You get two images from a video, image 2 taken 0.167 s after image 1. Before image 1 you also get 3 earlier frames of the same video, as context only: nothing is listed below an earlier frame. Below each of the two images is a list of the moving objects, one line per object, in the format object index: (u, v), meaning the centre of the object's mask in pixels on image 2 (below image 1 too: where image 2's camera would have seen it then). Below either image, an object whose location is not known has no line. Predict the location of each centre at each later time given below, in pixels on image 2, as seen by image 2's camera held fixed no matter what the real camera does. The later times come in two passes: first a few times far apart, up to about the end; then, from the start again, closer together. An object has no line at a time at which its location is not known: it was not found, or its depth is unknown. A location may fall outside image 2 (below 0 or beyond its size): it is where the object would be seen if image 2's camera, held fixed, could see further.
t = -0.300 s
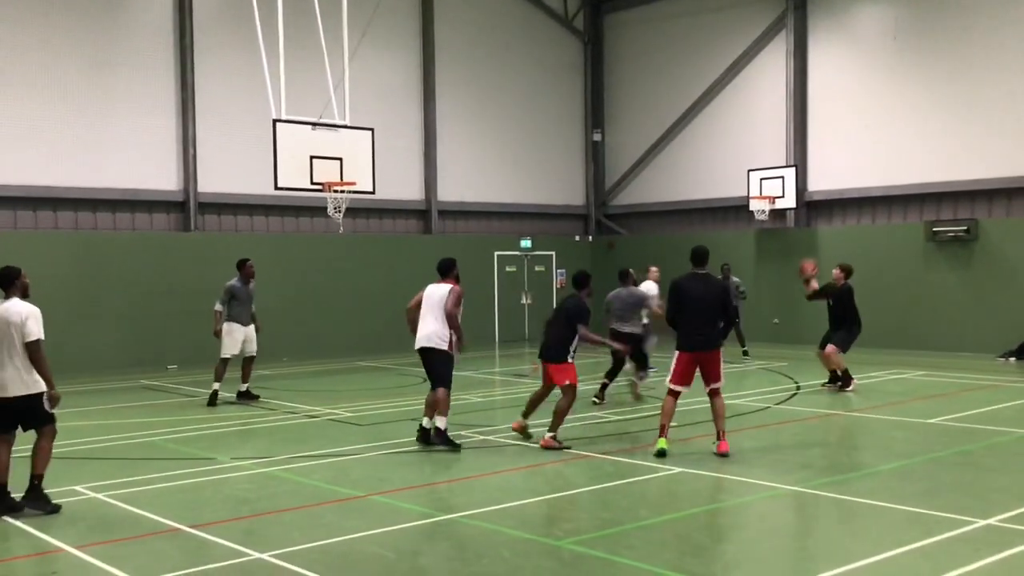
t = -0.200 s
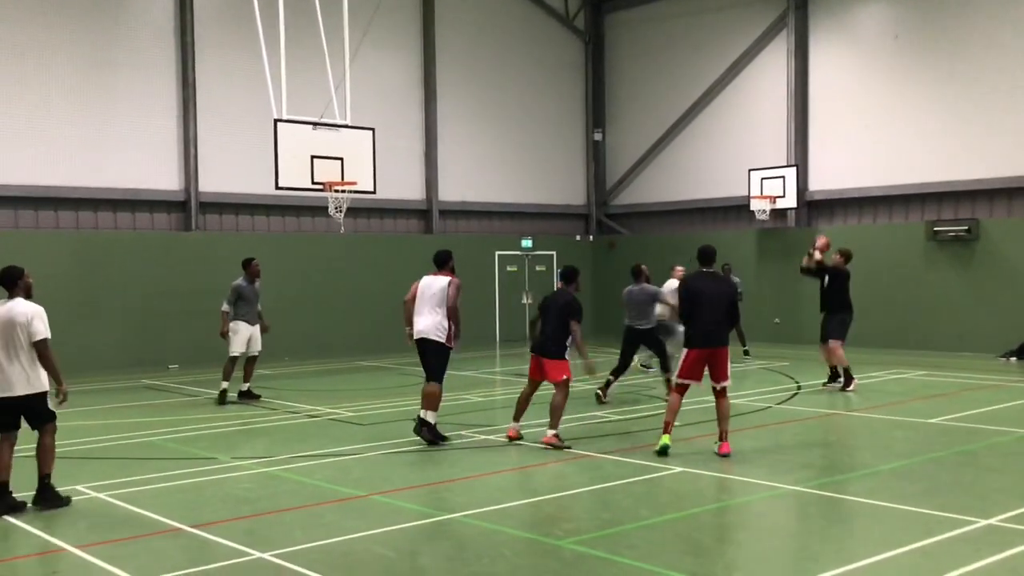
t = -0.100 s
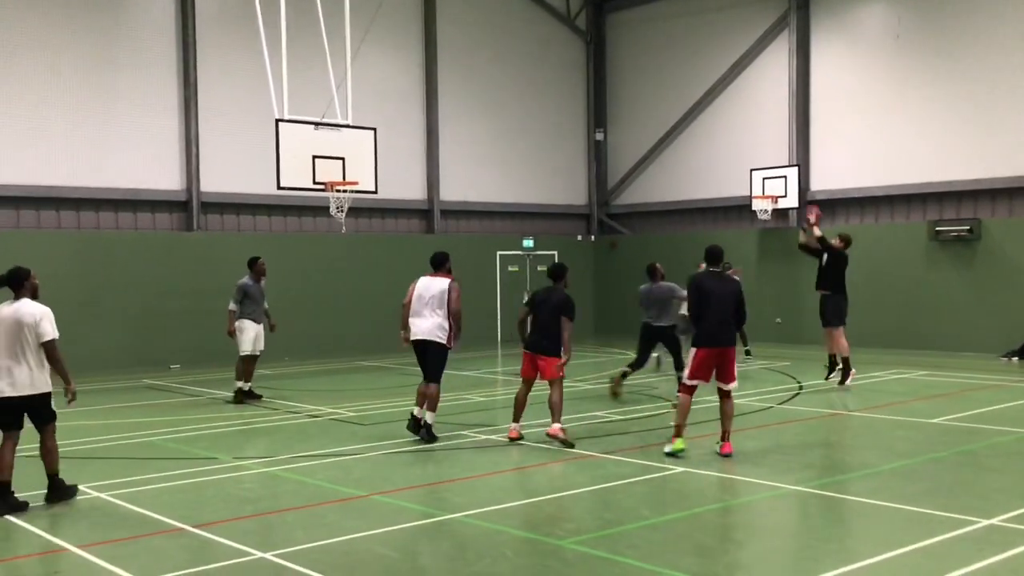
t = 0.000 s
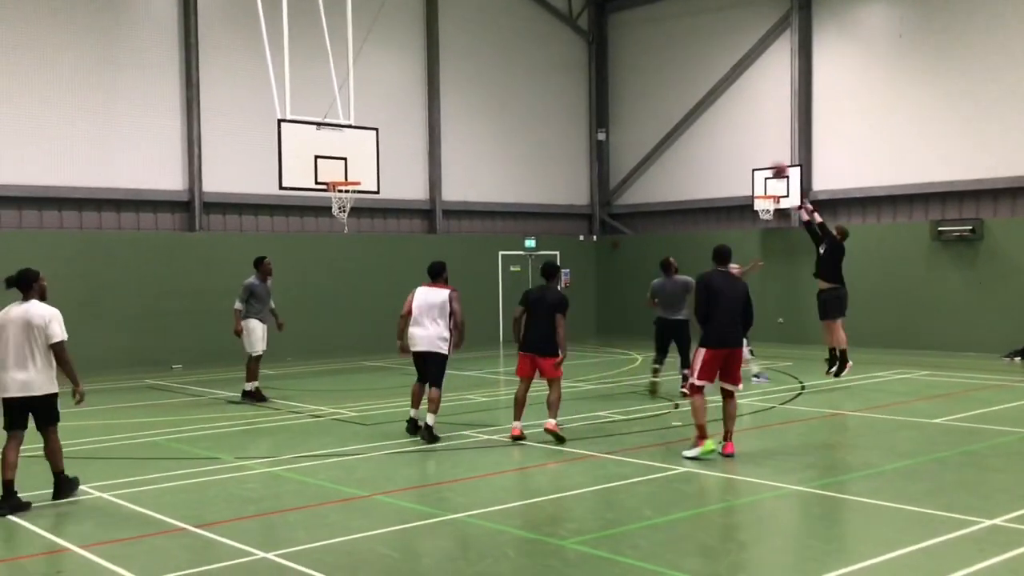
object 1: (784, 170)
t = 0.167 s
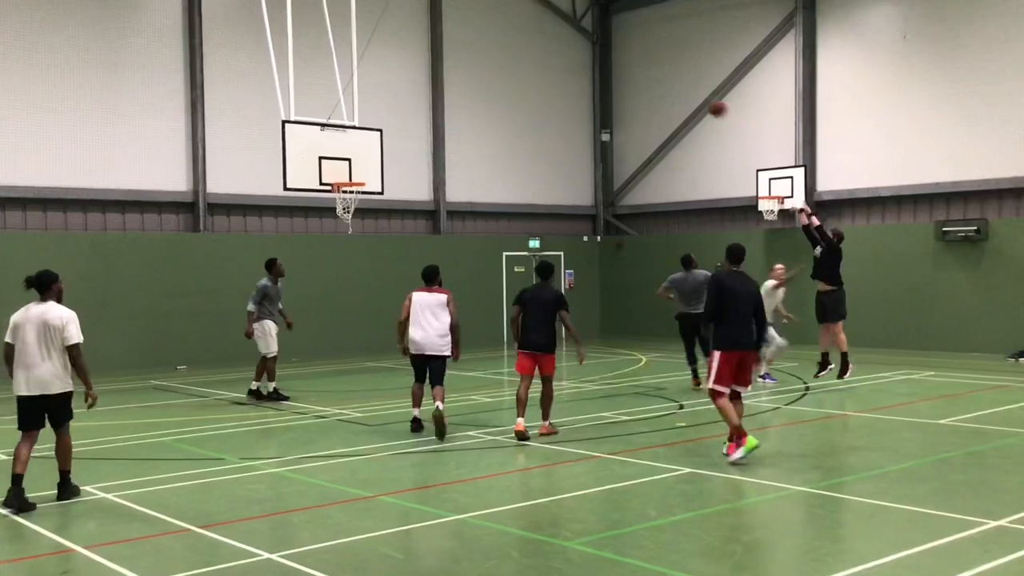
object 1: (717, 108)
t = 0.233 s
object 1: (691, 89)
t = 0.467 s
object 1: (605, 44)
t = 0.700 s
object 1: (523, 41)
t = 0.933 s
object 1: (447, 72)
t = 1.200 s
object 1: (365, 148)
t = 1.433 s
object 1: (363, 208)
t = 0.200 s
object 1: (704, 98)
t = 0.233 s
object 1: (691, 89)
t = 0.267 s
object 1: (678, 80)
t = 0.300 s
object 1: (665, 72)
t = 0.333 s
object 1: (653, 65)
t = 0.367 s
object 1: (641, 59)
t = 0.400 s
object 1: (629, 53)
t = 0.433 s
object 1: (617, 49)
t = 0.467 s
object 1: (605, 44)
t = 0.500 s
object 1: (593, 41)
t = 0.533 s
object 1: (580, 40)
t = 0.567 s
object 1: (569, 39)
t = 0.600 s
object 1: (556, 38)
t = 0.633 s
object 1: (545, 38)
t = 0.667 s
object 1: (534, 39)
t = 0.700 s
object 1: (523, 41)
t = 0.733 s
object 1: (511, 43)
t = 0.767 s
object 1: (501, 46)
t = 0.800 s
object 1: (489, 50)
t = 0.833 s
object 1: (478, 55)
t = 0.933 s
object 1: (447, 72)
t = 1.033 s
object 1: (415, 96)
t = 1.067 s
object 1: (405, 105)
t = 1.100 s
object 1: (395, 114)
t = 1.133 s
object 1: (385, 125)
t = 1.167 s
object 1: (375, 136)
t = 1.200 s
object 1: (365, 148)
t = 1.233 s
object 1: (355, 160)
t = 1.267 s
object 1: (344, 174)
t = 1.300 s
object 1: (343, 180)
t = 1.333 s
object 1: (355, 190)
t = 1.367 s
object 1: (361, 195)
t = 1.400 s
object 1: (362, 203)
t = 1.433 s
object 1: (363, 208)
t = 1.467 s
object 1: (364, 217)
